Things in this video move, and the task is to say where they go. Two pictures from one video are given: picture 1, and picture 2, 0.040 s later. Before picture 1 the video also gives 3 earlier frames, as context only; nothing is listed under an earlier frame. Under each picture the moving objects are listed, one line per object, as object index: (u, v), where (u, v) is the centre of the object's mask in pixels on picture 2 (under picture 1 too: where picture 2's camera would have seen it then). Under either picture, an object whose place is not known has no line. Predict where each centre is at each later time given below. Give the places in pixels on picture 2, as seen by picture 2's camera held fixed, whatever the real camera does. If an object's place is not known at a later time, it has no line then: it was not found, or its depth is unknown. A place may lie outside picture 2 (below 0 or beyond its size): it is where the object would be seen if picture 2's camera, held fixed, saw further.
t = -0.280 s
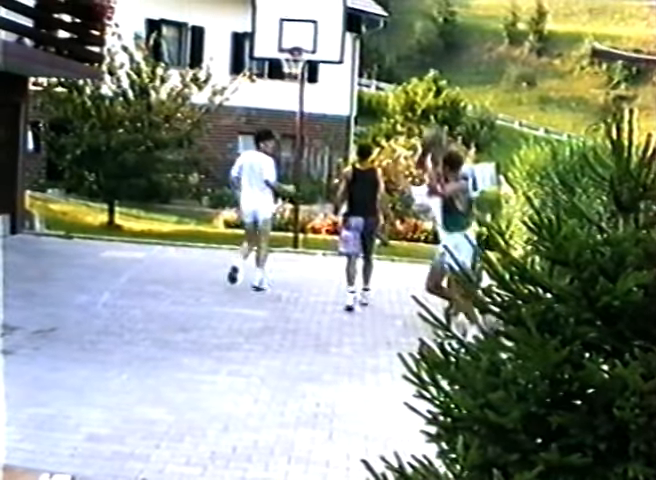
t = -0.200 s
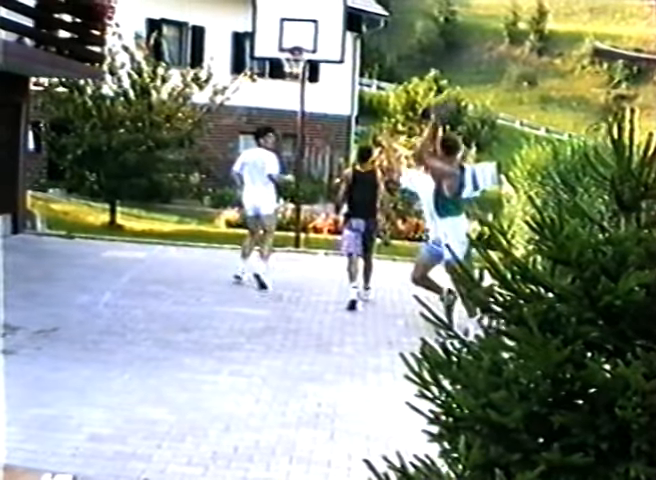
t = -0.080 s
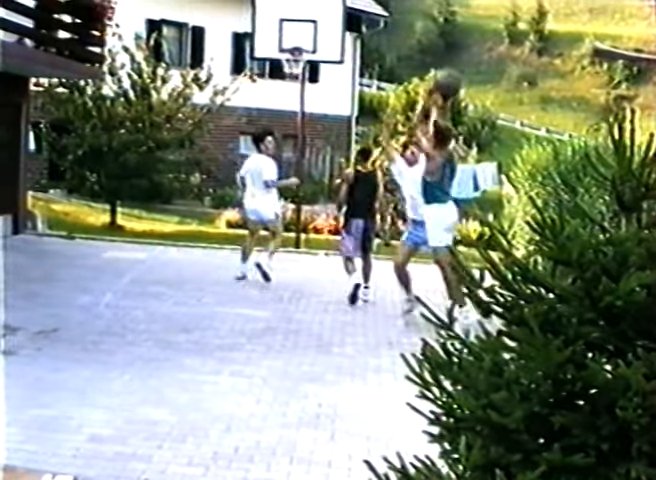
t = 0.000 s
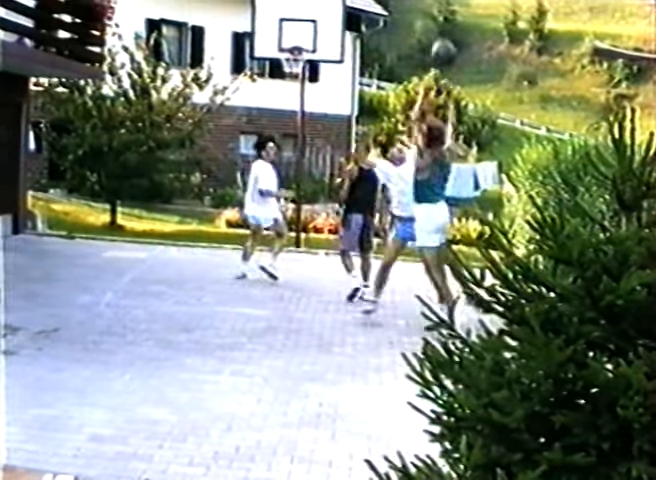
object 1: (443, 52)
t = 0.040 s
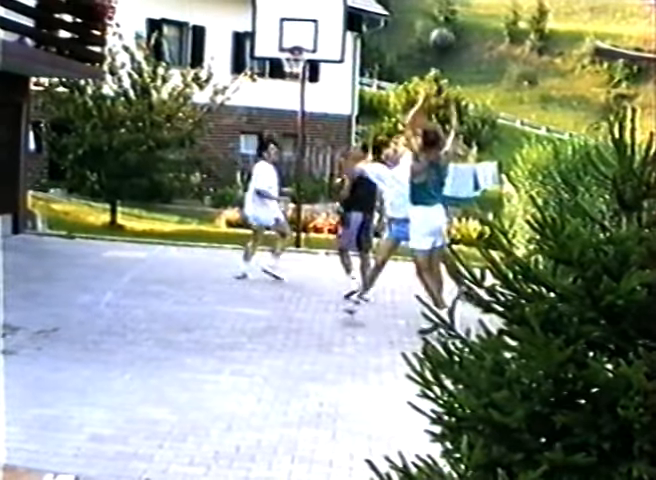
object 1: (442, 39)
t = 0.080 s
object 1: (440, 30)
